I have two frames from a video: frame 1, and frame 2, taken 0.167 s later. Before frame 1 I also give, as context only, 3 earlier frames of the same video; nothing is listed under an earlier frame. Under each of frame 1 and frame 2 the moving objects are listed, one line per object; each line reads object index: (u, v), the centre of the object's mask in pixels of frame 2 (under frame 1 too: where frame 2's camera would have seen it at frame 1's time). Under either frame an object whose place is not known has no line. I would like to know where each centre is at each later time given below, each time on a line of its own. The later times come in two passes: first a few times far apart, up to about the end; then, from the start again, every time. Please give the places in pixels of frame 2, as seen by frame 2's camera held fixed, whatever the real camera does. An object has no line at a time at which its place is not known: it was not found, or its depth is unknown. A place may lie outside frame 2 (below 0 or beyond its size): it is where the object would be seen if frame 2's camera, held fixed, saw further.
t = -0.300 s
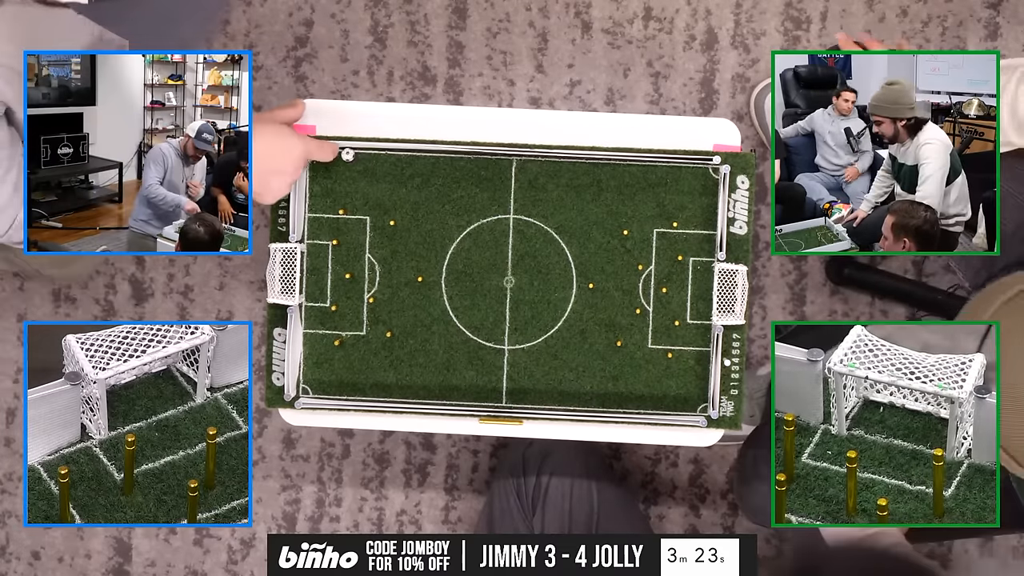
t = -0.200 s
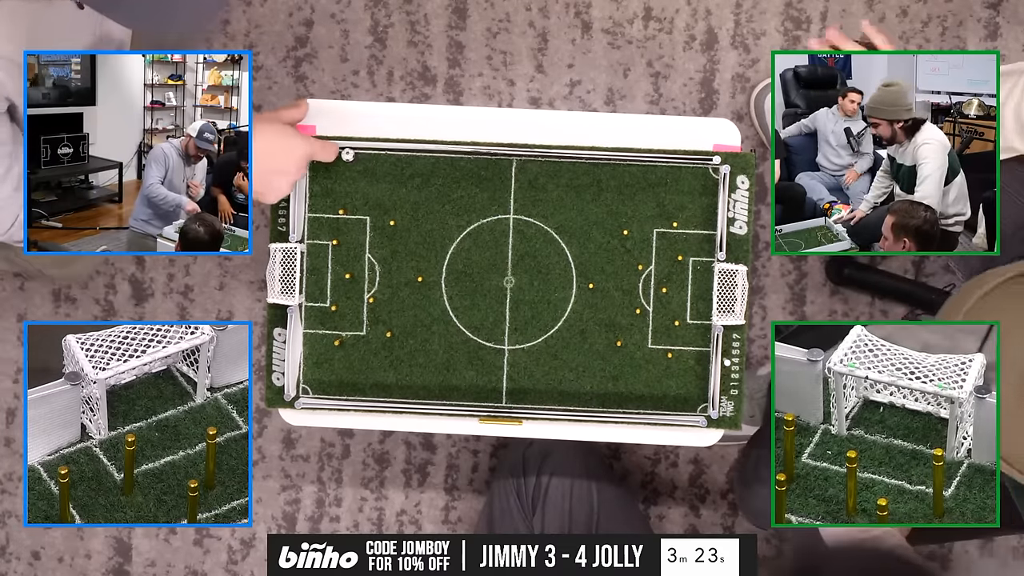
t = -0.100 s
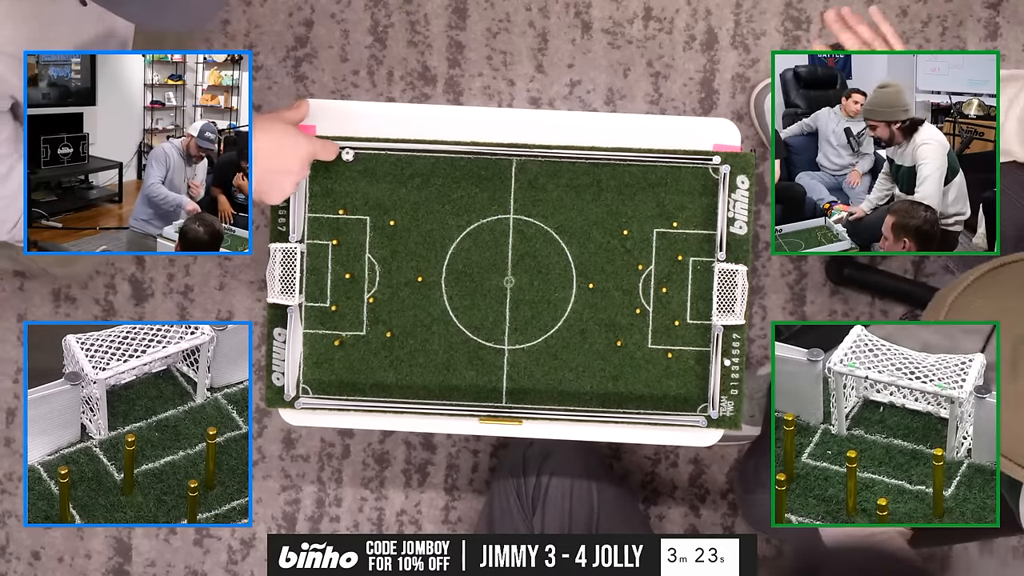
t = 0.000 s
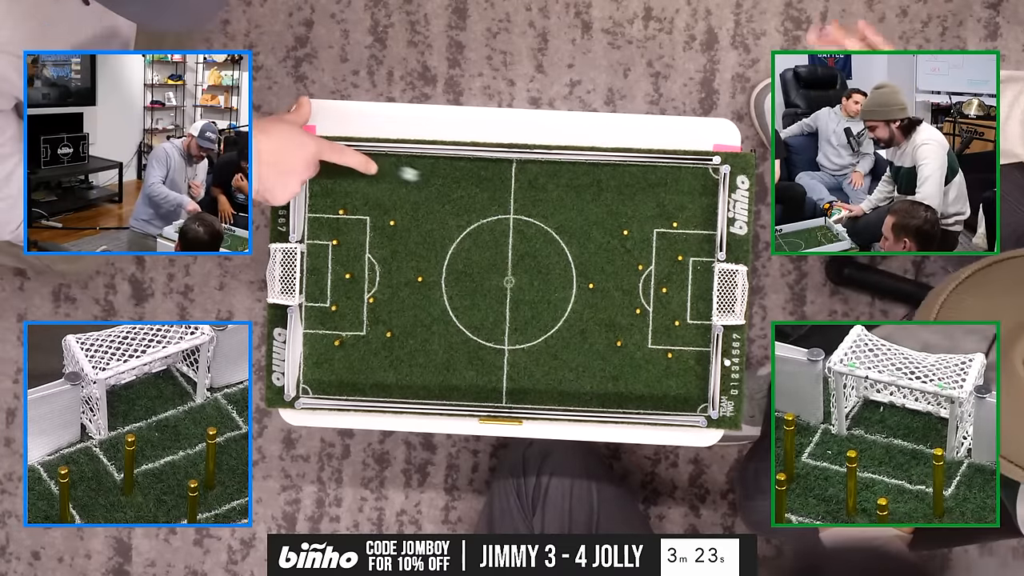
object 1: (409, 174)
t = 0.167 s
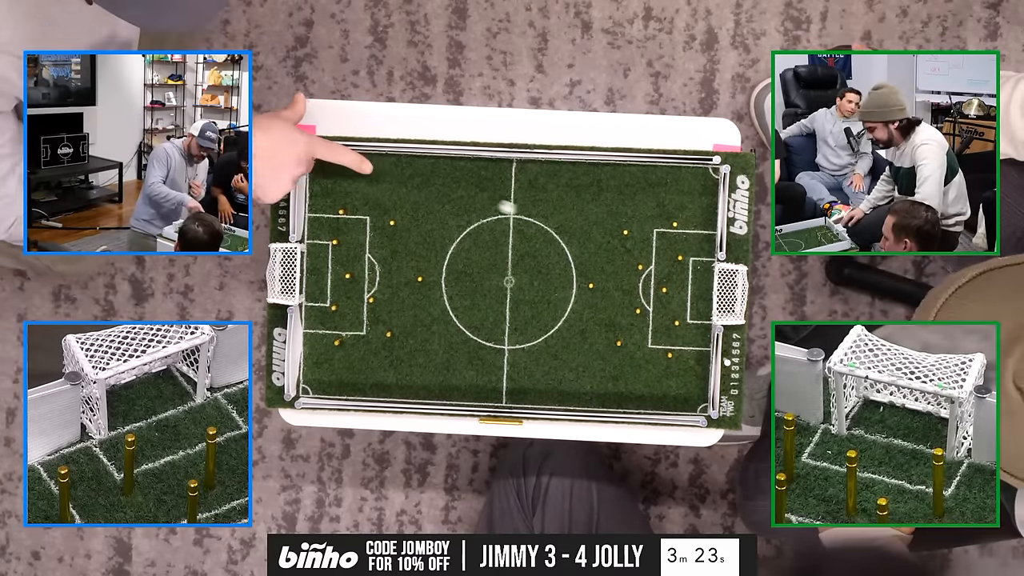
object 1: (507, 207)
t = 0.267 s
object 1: (556, 227)
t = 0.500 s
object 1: (636, 253)
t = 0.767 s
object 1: (651, 255)
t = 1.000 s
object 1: (650, 253)
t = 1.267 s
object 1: (650, 253)
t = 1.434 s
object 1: (650, 253)
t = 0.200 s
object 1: (525, 214)
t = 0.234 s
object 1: (541, 221)
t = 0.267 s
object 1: (556, 227)
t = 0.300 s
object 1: (571, 232)
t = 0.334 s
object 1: (585, 237)
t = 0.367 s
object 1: (598, 242)
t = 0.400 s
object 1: (611, 248)
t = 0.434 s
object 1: (623, 253)
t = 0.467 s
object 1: (633, 258)
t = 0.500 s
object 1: (636, 253)
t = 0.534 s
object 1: (638, 252)
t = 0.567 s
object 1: (641, 251)
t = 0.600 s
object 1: (644, 250)
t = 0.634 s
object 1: (647, 251)
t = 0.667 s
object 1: (648, 252)
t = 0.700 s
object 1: (650, 253)
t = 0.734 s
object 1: (651, 254)
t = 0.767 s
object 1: (651, 255)
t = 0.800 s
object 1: (650, 255)
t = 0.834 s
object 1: (650, 254)
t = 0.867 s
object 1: (650, 254)
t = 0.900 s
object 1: (650, 253)
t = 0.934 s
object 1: (650, 253)
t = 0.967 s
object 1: (650, 253)
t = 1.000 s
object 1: (650, 253)
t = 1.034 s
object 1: (650, 253)
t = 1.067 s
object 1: (650, 253)
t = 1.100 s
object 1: (650, 253)
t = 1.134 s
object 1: (650, 253)
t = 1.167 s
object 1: (650, 253)
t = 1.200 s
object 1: (650, 253)
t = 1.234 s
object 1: (650, 253)
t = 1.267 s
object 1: (650, 253)
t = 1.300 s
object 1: (650, 253)
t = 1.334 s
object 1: (650, 253)
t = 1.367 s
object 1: (650, 253)
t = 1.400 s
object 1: (650, 253)
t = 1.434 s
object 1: (650, 253)
